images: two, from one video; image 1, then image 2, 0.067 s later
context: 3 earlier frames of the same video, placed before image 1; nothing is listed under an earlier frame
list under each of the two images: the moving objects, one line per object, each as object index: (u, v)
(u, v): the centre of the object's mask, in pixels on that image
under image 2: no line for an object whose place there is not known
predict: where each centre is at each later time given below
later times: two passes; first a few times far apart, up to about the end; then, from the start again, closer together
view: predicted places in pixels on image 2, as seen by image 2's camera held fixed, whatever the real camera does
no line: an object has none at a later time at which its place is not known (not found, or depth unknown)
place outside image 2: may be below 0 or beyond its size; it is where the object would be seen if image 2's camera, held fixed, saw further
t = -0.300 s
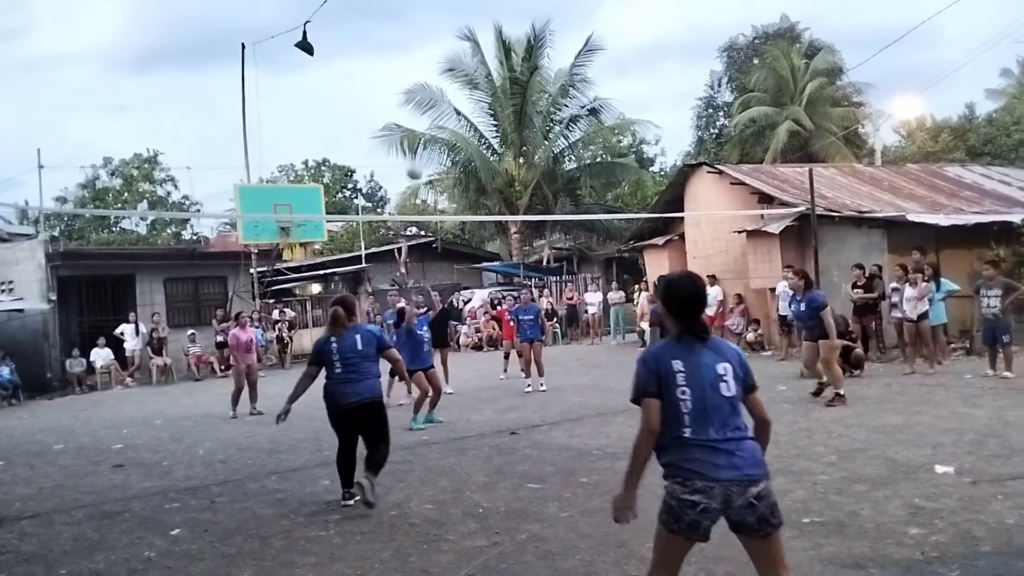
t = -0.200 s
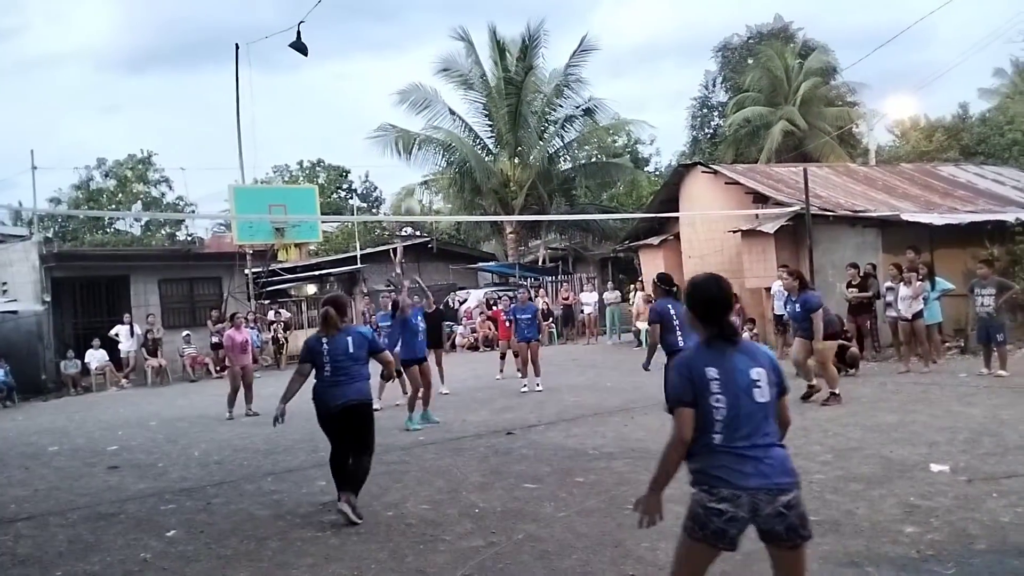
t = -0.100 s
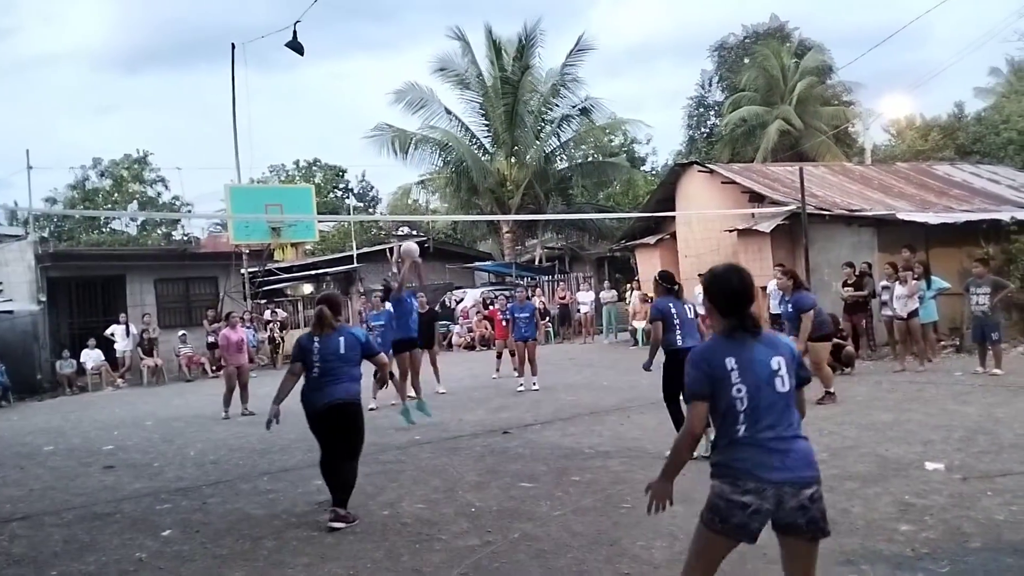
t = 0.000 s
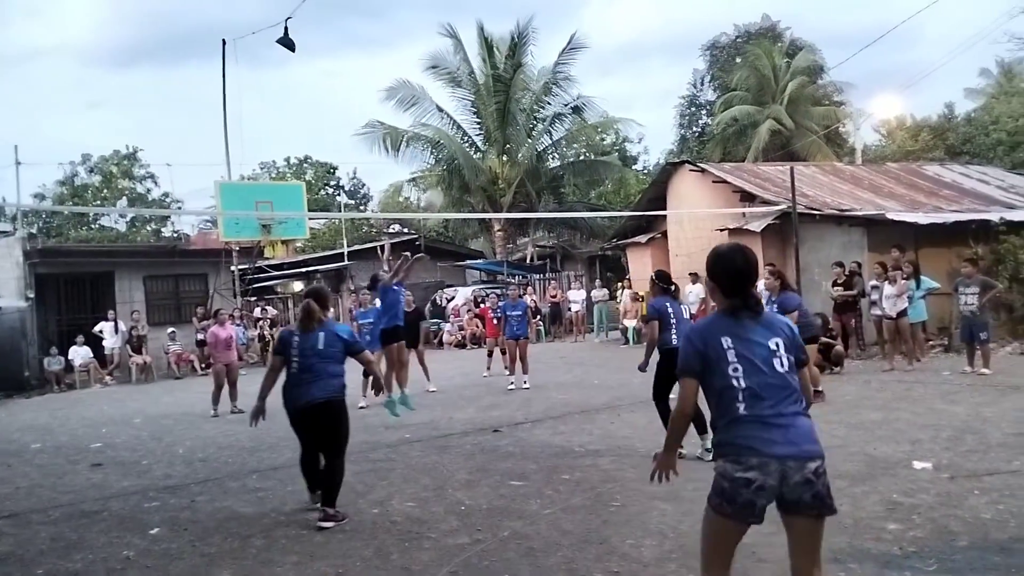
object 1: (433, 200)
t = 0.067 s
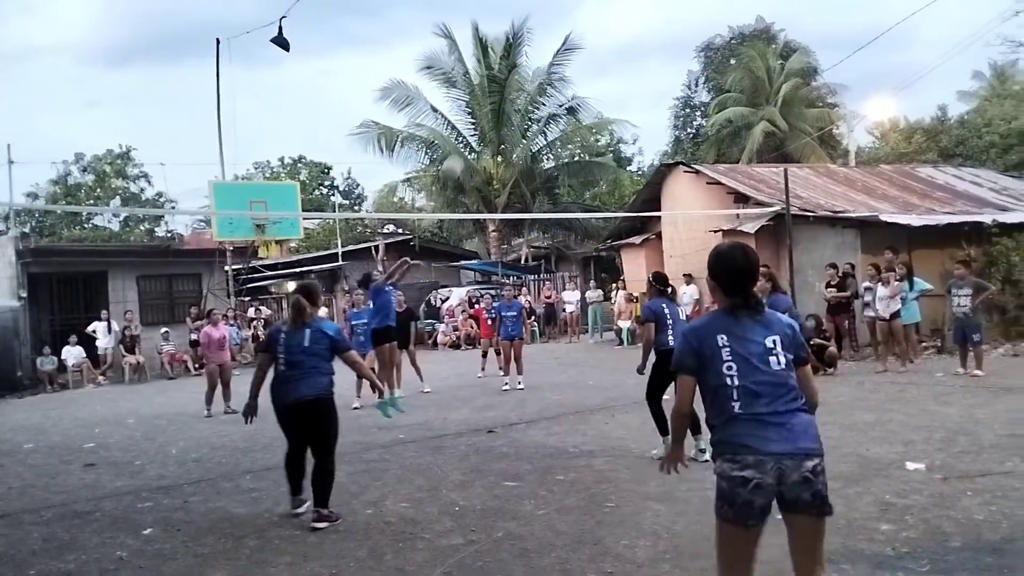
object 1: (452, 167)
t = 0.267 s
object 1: (540, 87)
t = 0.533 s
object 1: (680, 28)
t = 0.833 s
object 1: (878, 57)
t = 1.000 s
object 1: (1012, 129)
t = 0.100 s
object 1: (465, 151)
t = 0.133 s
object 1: (481, 137)
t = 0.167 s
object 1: (493, 123)
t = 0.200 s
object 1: (508, 111)
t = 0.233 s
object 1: (523, 97)
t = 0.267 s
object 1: (540, 87)
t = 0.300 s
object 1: (555, 75)
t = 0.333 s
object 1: (571, 65)
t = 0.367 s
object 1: (588, 56)
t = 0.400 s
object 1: (605, 49)
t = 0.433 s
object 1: (620, 43)
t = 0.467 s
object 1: (638, 37)
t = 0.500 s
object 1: (660, 32)
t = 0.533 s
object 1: (680, 28)
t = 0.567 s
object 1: (699, 26)
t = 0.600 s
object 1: (720, 25)
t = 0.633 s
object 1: (741, 25)
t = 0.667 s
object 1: (762, 27)
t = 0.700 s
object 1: (784, 31)
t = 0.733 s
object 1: (806, 34)
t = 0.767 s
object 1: (829, 41)
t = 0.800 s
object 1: (853, 48)
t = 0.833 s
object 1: (878, 57)
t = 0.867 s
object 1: (903, 69)
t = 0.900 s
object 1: (929, 80)
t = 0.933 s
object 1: (955, 94)
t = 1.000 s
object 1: (1012, 129)
